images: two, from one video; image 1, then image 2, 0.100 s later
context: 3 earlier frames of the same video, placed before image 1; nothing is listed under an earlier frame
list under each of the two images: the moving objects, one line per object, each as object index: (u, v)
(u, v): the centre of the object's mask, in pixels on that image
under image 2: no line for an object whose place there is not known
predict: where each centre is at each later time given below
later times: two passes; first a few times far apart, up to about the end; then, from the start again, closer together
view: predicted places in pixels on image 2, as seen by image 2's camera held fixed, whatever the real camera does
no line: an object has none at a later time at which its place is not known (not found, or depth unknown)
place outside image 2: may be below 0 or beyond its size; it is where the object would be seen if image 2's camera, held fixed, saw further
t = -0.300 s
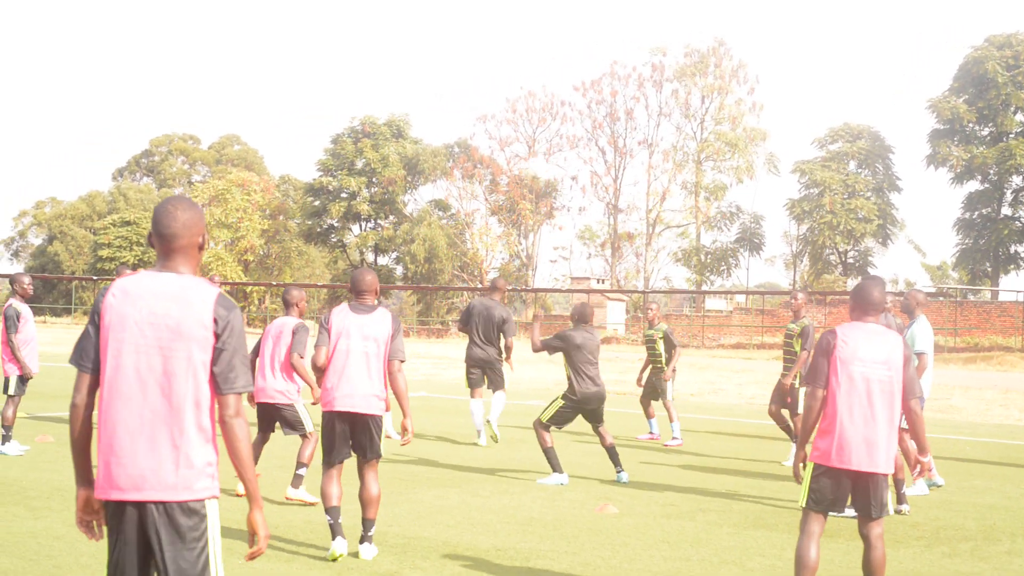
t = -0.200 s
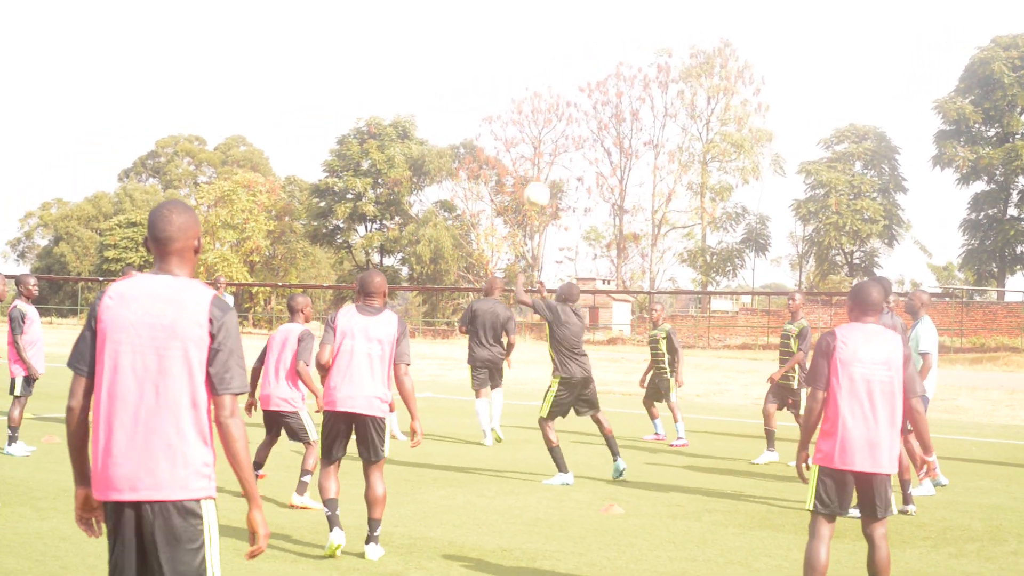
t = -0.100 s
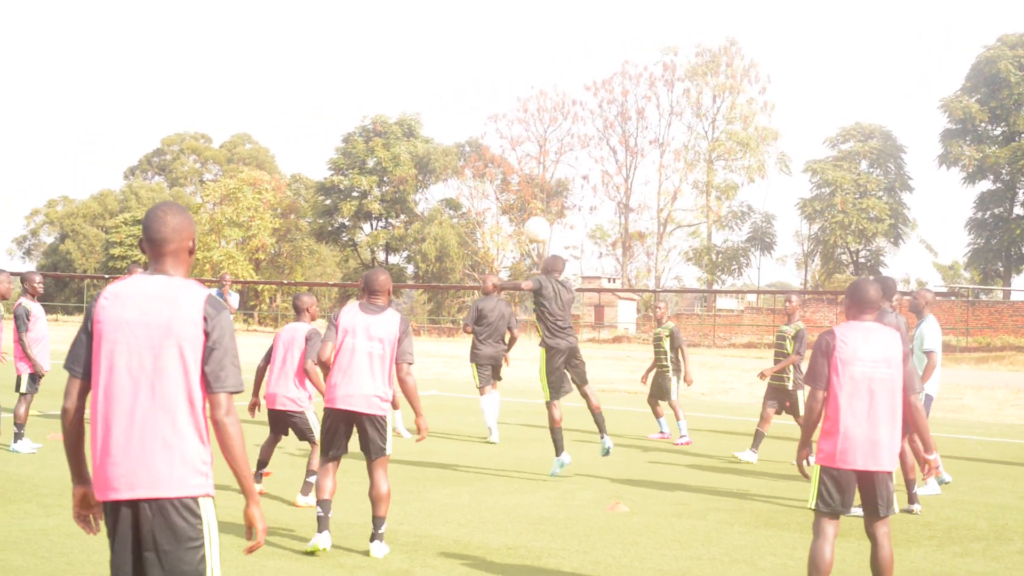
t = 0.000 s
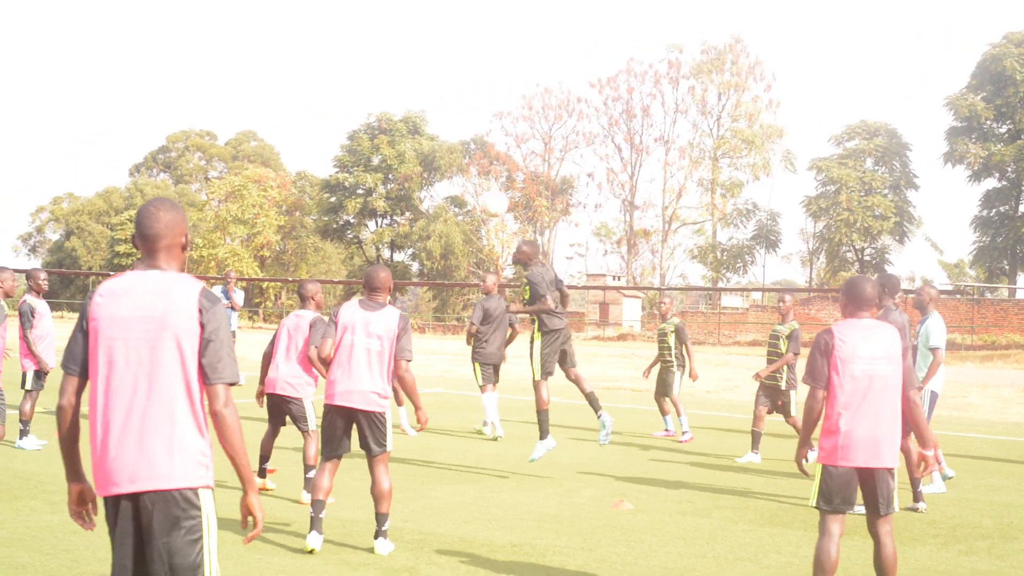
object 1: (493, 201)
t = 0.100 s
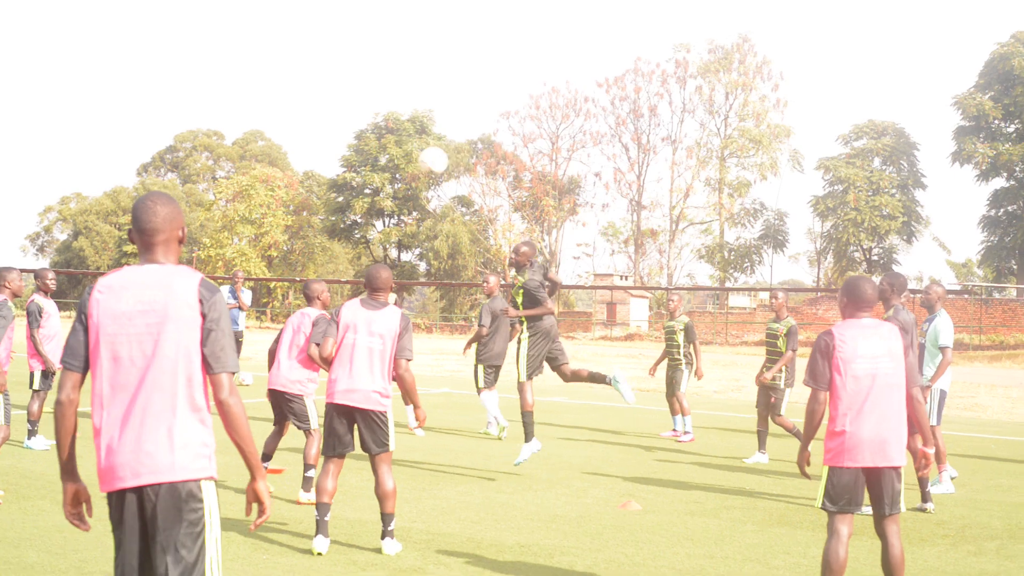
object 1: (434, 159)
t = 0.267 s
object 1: (306, 115)
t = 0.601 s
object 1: (-13, 128)
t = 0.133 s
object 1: (410, 148)
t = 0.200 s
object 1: (361, 131)
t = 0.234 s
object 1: (334, 123)
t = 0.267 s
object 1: (306, 115)
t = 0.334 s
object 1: (251, 105)
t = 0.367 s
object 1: (221, 104)
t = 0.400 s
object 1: (192, 101)
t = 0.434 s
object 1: (162, 99)
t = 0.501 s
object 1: (96, 105)
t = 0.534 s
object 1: (63, 109)
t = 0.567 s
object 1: (27, 118)
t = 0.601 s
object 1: (-13, 128)
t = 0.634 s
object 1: (-51, 140)
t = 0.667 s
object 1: (-98, 154)
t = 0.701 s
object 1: (-144, 171)
